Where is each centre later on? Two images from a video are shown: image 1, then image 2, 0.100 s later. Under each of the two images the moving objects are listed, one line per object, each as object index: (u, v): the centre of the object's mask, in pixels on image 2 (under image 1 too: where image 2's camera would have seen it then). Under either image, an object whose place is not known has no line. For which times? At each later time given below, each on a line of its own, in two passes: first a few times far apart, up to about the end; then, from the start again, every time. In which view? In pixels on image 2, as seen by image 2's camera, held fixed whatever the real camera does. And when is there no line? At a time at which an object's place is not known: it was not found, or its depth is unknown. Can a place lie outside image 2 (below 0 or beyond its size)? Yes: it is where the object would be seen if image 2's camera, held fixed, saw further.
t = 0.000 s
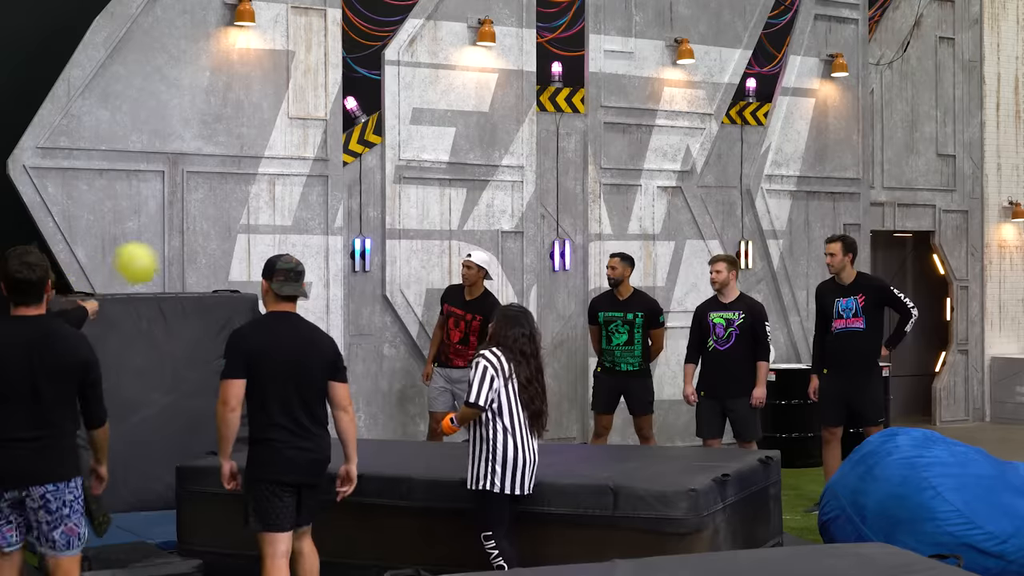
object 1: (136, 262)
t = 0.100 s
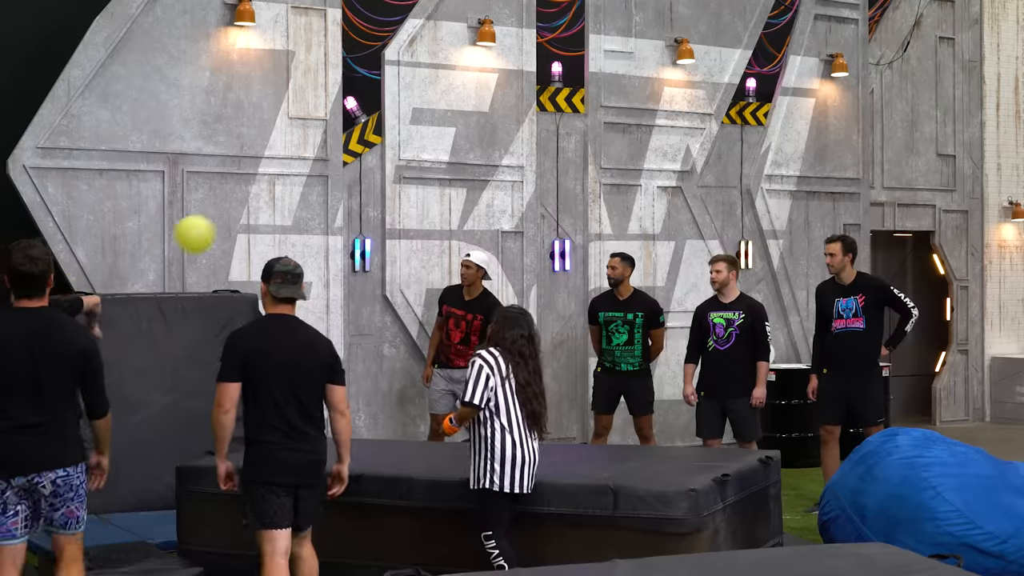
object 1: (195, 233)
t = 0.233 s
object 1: (253, 224)
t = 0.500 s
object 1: (329, 214)
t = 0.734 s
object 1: (364, 214)
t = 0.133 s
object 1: (212, 228)
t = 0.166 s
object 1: (227, 226)
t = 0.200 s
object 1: (241, 225)
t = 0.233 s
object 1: (253, 224)
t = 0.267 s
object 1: (265, 222)
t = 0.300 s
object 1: (277, 221)
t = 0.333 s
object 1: (288, 220)
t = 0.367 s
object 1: (297, 219)
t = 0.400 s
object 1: (306, 217)
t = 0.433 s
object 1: (314, 216)
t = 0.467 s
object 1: (322, 215)
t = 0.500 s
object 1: (329, 214)
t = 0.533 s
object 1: (335, 214)
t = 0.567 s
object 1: (341, 213)
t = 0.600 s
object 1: (346, 213)
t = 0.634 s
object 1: (351, 213)
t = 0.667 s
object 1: (355, 214)
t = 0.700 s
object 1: (360, 214)
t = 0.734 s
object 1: (364, 214)
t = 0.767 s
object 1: (368, 215)
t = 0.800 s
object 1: (372, 217)
